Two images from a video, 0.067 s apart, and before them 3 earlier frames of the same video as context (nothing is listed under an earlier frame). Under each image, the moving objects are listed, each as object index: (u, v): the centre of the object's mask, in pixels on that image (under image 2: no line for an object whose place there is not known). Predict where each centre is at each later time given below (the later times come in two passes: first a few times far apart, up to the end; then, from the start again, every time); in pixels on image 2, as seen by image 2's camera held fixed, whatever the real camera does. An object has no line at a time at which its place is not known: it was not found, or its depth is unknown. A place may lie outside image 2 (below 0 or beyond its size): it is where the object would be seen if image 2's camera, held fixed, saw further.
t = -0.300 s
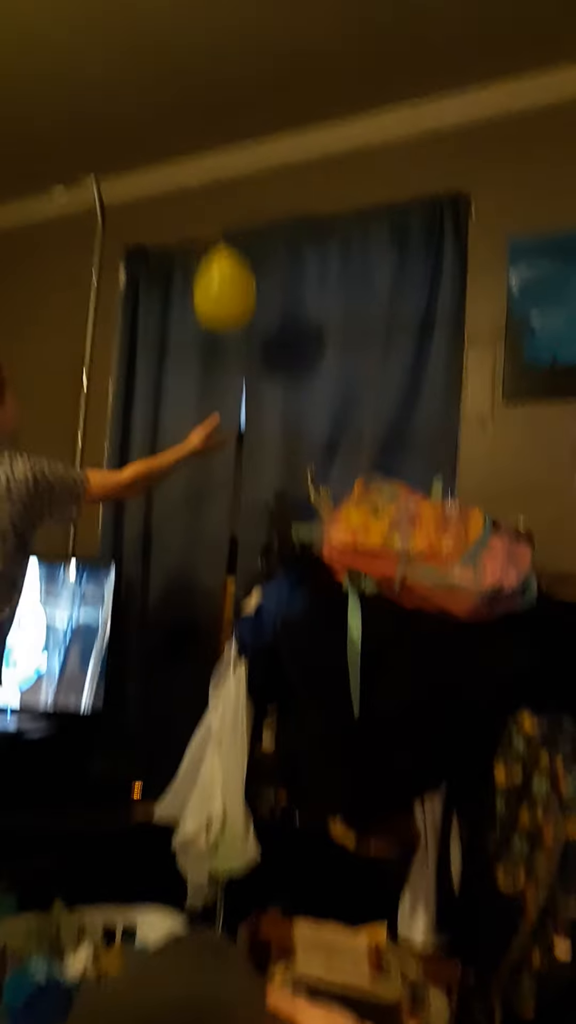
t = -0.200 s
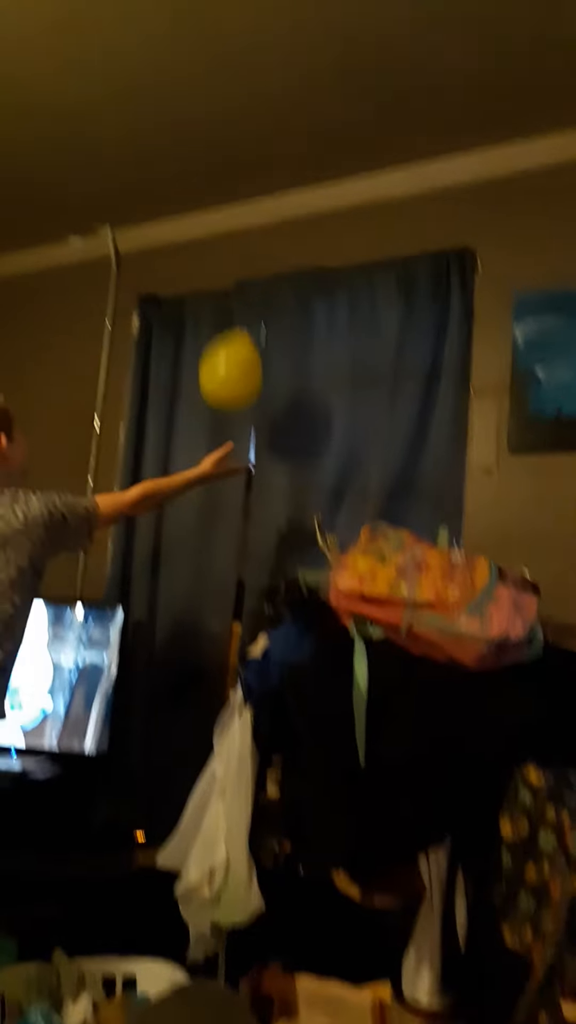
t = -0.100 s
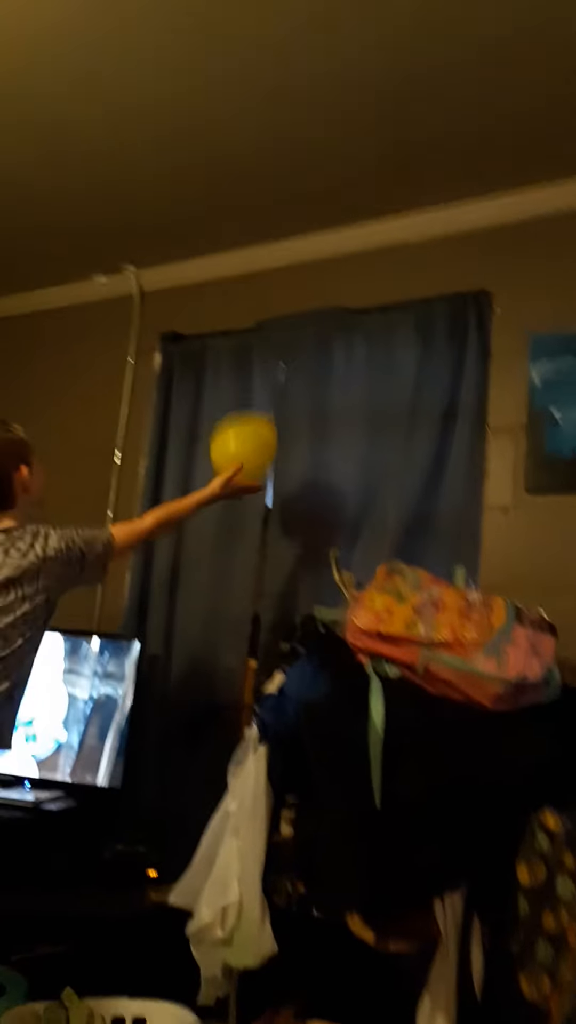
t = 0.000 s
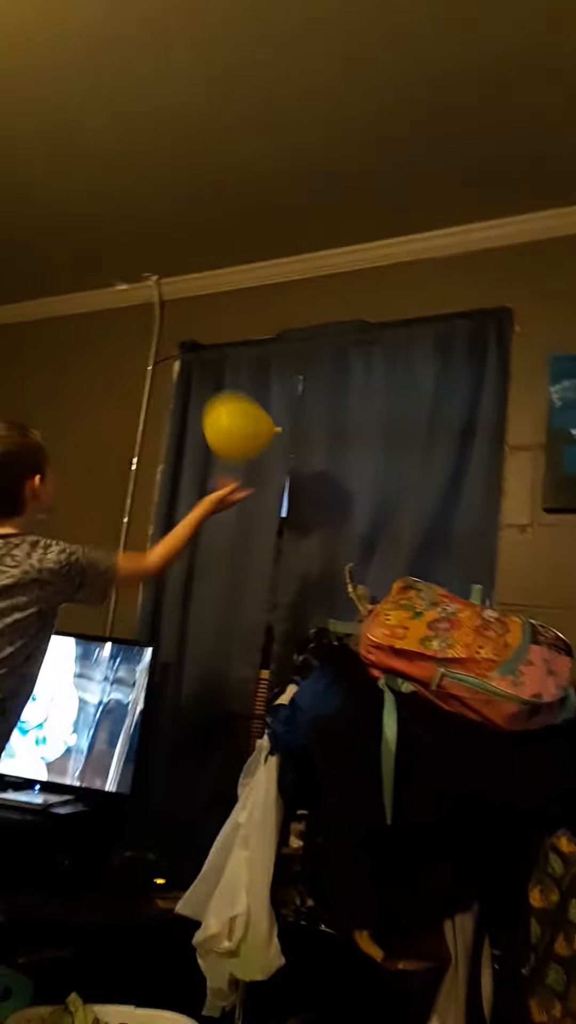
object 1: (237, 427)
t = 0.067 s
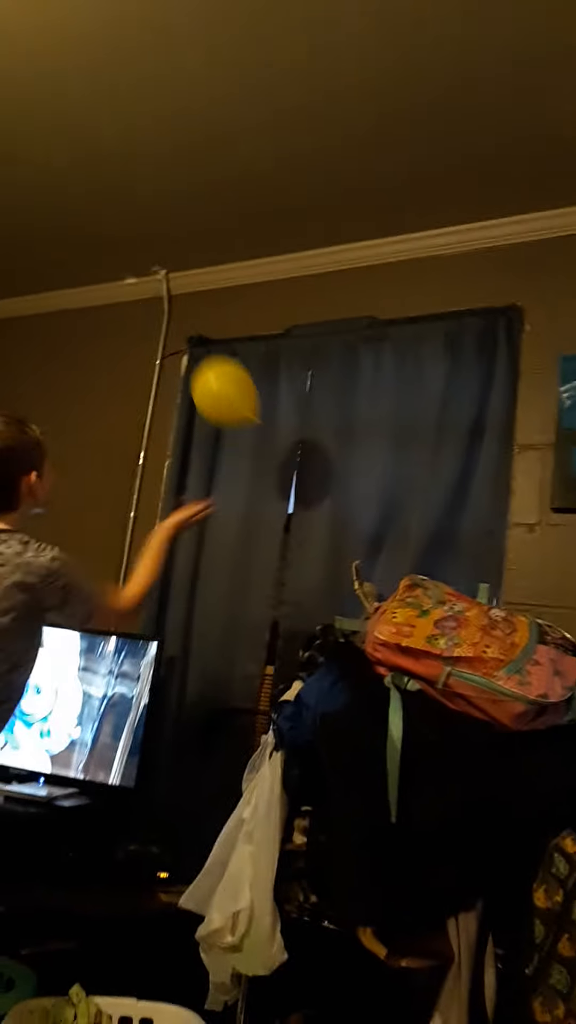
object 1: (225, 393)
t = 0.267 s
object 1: (176, 332)
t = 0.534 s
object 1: (117, 319)
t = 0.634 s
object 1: (92, 333)
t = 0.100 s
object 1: (215, 378)
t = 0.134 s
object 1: (206, 365)
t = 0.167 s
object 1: (198, 354)
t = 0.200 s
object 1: (191, 346)
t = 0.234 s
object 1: (183, 338)
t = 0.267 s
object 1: (176, 332)
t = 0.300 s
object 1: (168, 327)
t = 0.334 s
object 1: (160, 322)
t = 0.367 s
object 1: (153, 318)
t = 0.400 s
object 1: (146, 316)
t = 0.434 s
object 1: (140, 313)
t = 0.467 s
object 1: (135, 313)
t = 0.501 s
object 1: (127, 315)
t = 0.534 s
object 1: (117, 319)
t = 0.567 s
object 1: (109, 323)
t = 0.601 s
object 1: (100, 327)
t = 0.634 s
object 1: (92, 333)
